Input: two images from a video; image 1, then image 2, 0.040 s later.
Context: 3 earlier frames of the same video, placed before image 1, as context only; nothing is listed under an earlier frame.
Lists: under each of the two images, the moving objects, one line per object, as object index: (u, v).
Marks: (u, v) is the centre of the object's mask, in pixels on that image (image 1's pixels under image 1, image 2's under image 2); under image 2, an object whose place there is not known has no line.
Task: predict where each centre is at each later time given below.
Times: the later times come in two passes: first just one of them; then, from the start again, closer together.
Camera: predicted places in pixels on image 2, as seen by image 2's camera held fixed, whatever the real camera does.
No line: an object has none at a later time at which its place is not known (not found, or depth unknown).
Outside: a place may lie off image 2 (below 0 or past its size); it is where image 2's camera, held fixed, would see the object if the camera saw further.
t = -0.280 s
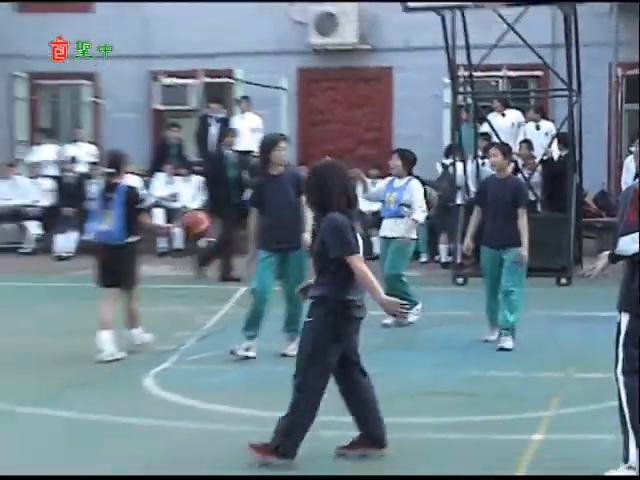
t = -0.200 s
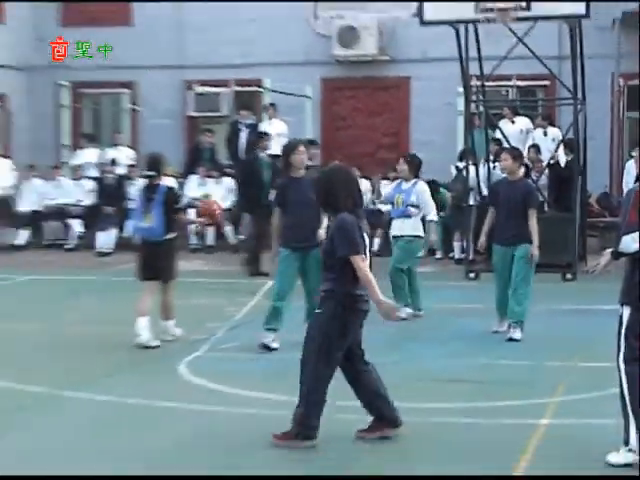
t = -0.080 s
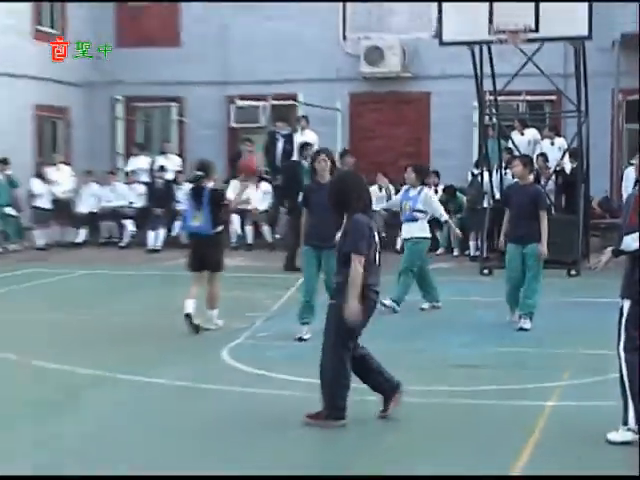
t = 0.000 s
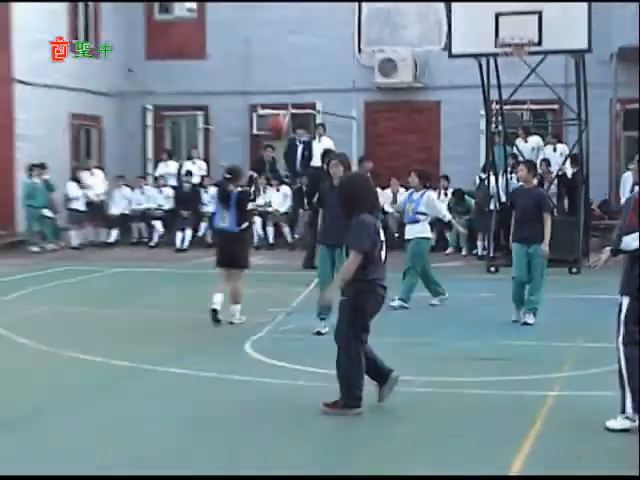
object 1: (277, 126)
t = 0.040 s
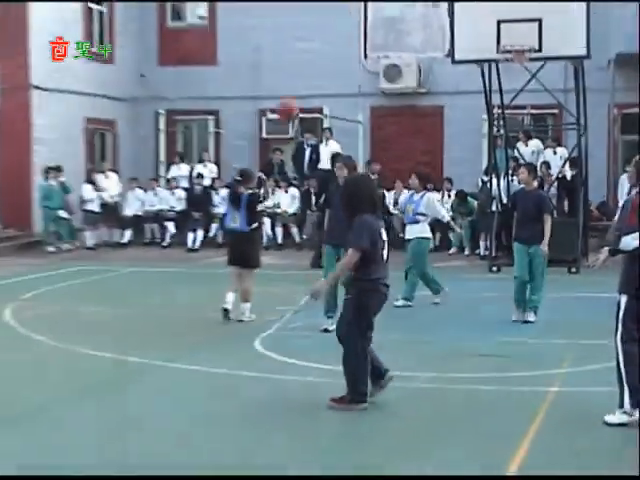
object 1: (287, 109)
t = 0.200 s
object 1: (299, 50)
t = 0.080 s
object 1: (291, 92)
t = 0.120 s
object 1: (294, 76)
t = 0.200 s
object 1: (299, 50)
